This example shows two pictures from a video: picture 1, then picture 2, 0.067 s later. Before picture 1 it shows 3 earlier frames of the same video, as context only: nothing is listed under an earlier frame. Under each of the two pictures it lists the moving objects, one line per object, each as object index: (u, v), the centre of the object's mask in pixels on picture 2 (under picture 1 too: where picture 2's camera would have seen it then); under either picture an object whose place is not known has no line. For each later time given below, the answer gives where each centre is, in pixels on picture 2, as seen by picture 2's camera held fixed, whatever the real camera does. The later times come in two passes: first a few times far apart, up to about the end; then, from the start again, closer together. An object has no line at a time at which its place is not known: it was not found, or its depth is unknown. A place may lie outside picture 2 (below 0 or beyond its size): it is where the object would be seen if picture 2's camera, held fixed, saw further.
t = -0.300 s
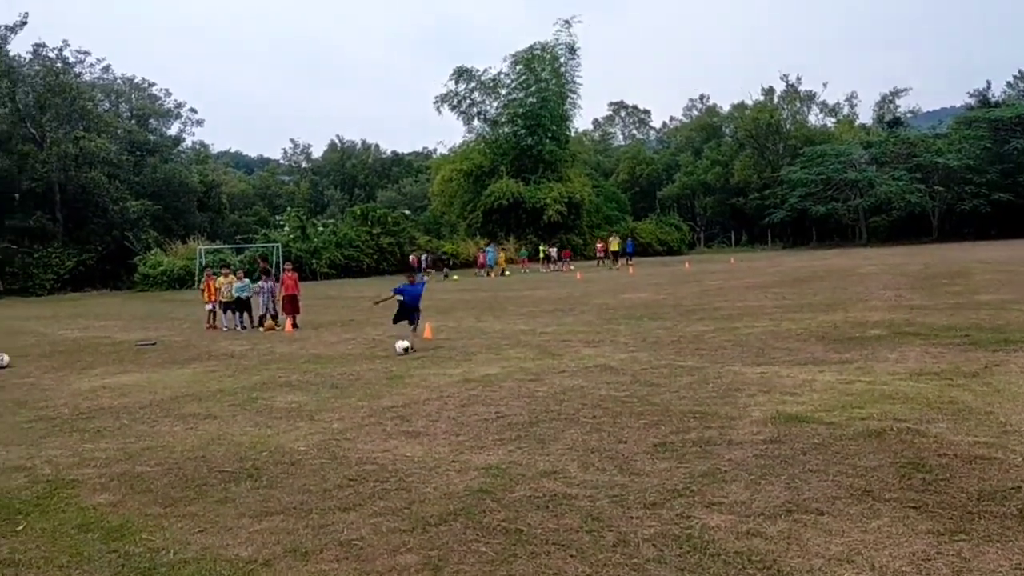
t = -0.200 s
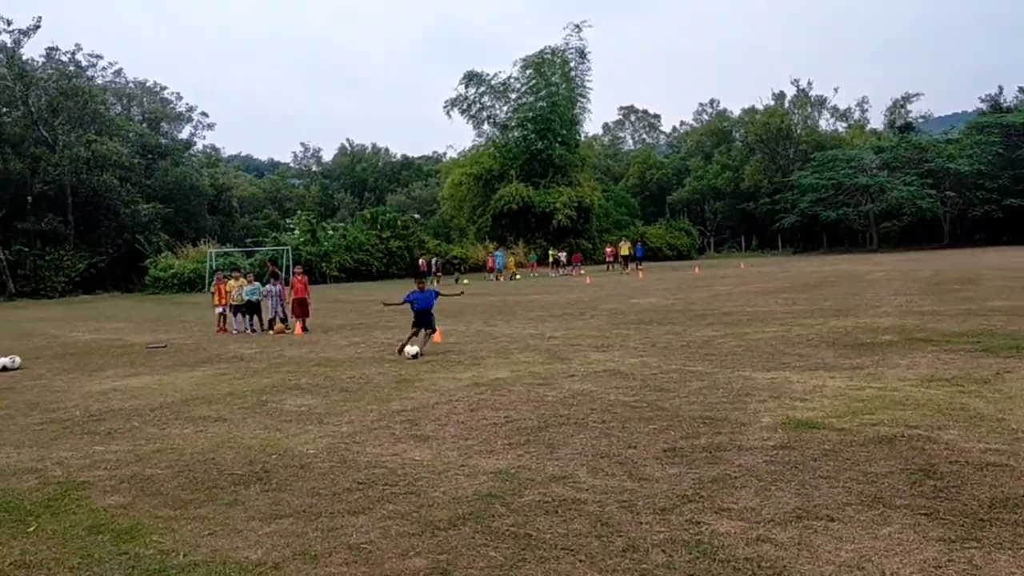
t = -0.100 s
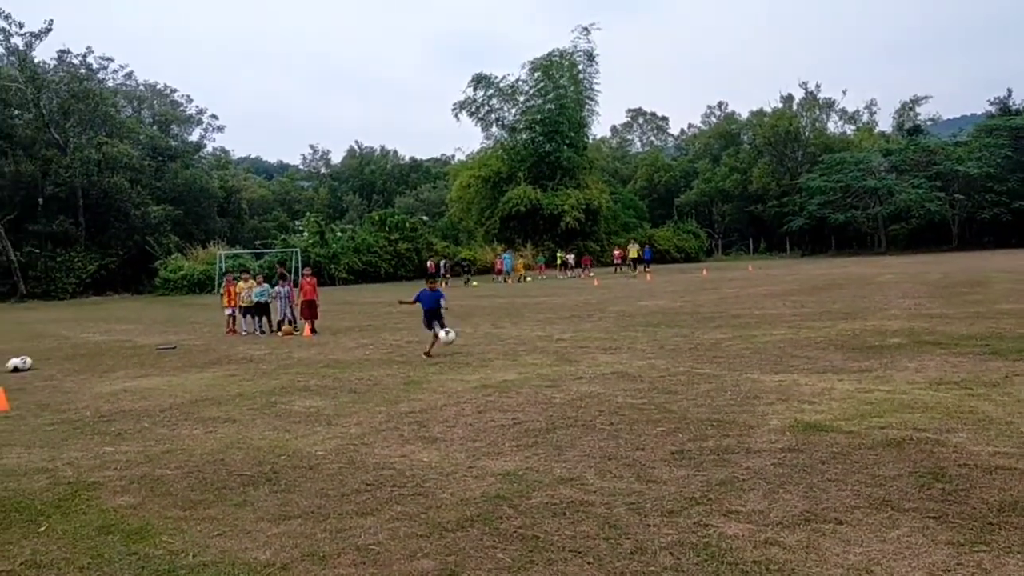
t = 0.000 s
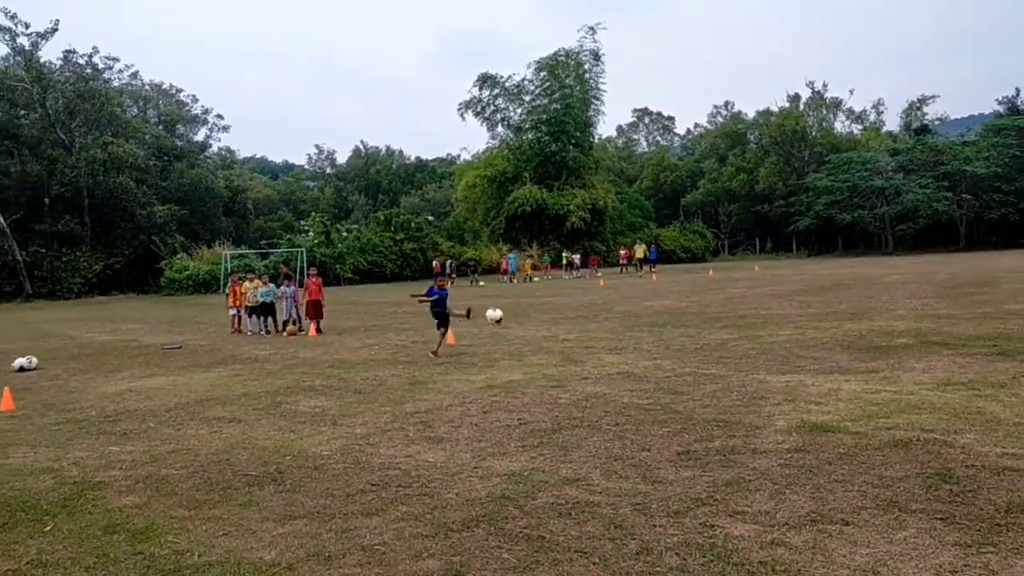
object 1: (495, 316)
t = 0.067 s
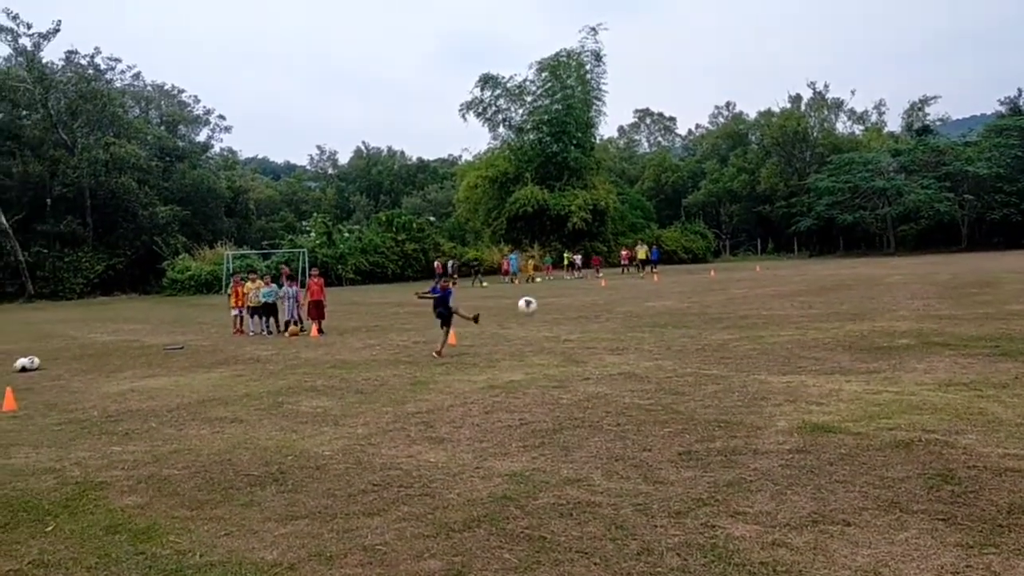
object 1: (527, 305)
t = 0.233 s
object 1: (624, 288)
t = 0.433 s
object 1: (790, 305)
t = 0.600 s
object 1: (998, 363)
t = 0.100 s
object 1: (543, 301)
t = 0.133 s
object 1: (562, 296)
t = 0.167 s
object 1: (582, 294)
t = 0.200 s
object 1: (602, 291)
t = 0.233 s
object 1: (624, 288)
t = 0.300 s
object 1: (672, 290)
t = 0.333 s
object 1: (699, 292)
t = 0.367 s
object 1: (727, 294)
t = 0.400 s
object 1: (758, 297)
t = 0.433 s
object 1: (790, 305)
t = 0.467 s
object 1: (826, 310)
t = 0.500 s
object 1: (865, 321)
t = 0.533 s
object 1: (905, 332)
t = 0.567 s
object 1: (950, 345)
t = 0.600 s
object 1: (998, 363)
